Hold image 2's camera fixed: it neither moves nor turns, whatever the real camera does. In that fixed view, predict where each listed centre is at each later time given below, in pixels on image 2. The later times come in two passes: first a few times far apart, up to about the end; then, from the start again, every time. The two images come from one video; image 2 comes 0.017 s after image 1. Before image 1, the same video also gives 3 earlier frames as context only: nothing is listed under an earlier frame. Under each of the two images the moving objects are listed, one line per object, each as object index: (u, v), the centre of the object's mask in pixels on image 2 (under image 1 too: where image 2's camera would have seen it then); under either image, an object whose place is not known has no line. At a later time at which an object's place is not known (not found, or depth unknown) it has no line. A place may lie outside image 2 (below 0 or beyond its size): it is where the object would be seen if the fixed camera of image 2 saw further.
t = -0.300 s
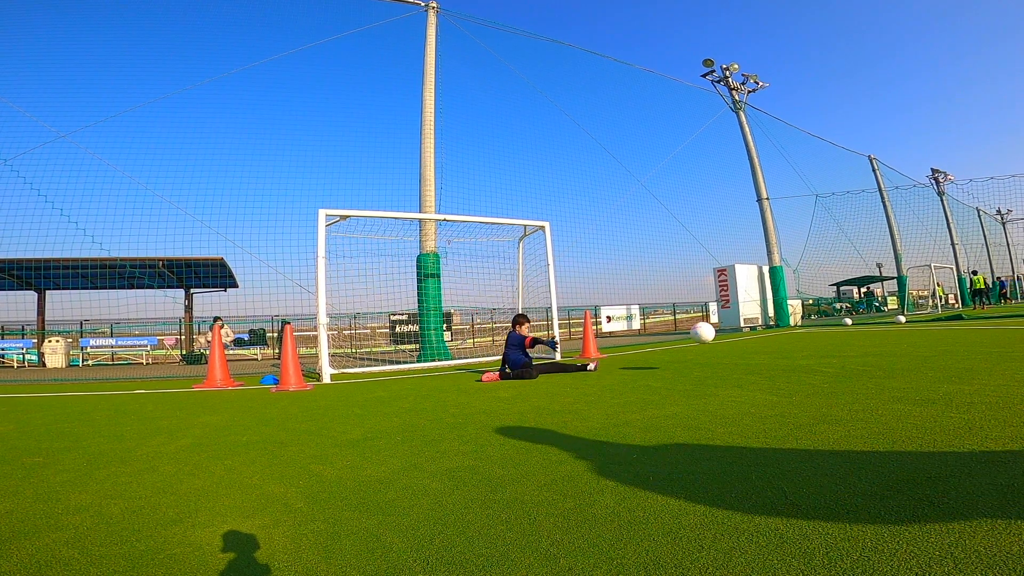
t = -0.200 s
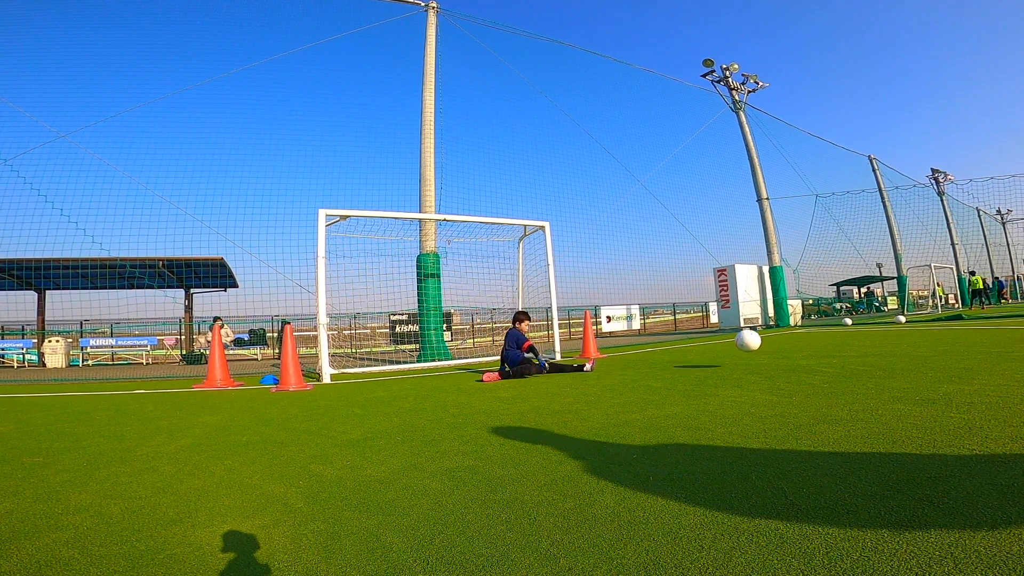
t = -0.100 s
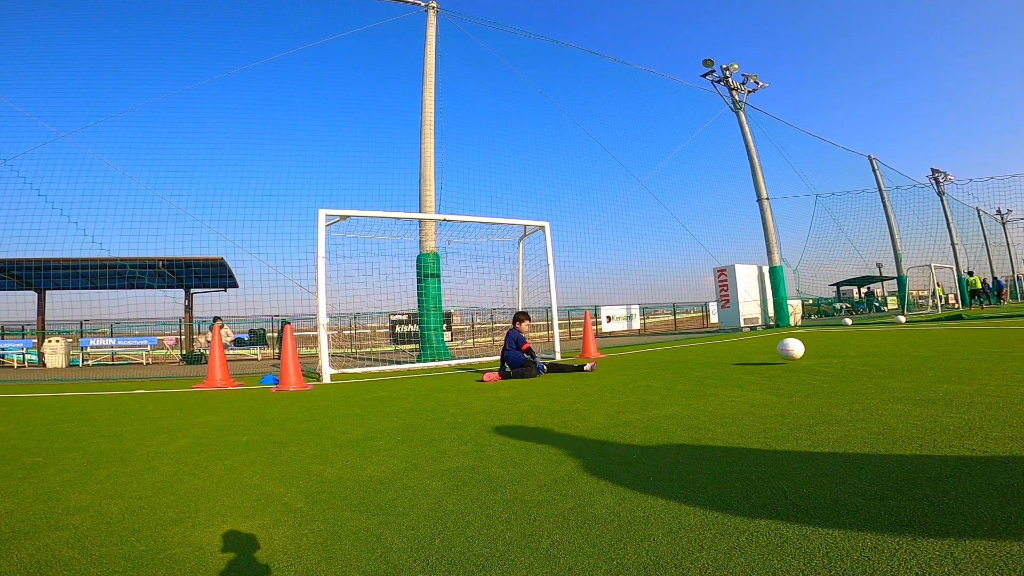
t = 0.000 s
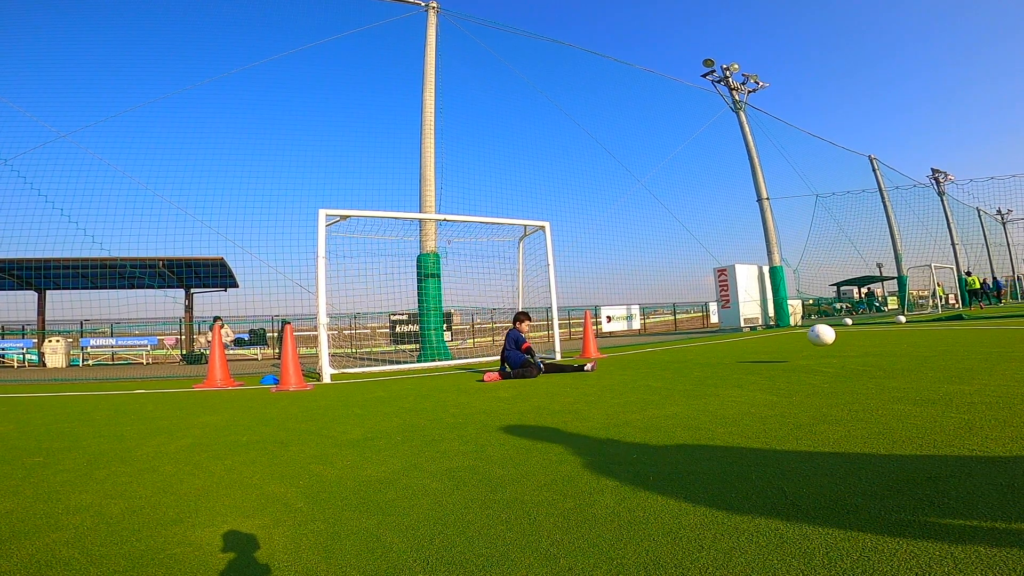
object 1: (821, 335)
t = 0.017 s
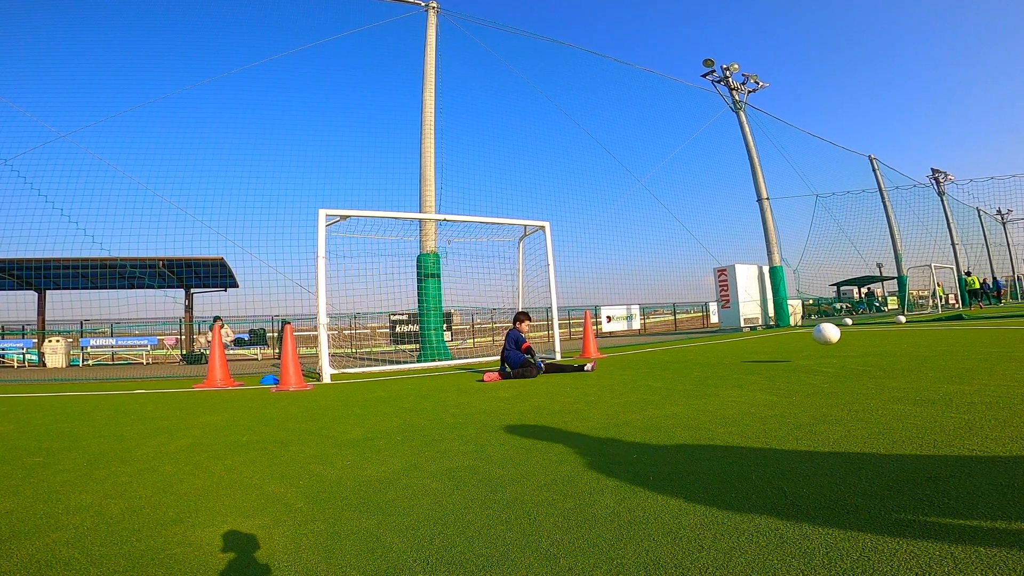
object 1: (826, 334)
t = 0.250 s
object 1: (897, 343)
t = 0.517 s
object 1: (974, 334)
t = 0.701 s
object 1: (1015, 327)
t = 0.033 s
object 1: (831, 333)
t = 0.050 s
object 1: (836, 332)
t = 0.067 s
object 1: (842, 332)
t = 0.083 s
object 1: (846, 331)
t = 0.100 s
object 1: (852, 332)
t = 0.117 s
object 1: (857, 332)
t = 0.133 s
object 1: (862, 333)
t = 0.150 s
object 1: (867, 334)
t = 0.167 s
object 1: (873, 335)
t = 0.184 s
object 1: (878, 337)
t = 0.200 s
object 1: (882, 339)
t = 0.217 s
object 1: (887, 341)
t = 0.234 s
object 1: (892, 344)
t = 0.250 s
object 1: (897, 343)
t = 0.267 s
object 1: (902, 340)
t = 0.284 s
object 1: (907, 337)
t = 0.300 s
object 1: (912, 335)
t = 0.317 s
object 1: (917, 334)
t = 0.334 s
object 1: (921, 332)
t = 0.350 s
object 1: (926, 331)
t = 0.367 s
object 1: (931, 330)
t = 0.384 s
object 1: (936, 330)
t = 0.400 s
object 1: (940, 329)
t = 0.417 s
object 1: (945, 329)
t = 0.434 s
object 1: (950, 329)
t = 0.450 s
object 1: (955, 330)
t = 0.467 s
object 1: (959, 330)
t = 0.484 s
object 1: (964, 331)
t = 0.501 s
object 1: (969, 333)
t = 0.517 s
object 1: (974, 334)
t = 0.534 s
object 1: (978, 336)
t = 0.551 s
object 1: (982, 335)
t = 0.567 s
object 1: (987, 333)
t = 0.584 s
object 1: (991, 332)
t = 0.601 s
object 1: (995, 330)
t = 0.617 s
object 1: (999, 329)
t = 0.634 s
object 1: (1003, 328)
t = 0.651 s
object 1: (1007, 327)
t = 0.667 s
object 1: (1011, 327)
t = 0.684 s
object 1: (1013, 327)
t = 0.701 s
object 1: (1015, 327)
